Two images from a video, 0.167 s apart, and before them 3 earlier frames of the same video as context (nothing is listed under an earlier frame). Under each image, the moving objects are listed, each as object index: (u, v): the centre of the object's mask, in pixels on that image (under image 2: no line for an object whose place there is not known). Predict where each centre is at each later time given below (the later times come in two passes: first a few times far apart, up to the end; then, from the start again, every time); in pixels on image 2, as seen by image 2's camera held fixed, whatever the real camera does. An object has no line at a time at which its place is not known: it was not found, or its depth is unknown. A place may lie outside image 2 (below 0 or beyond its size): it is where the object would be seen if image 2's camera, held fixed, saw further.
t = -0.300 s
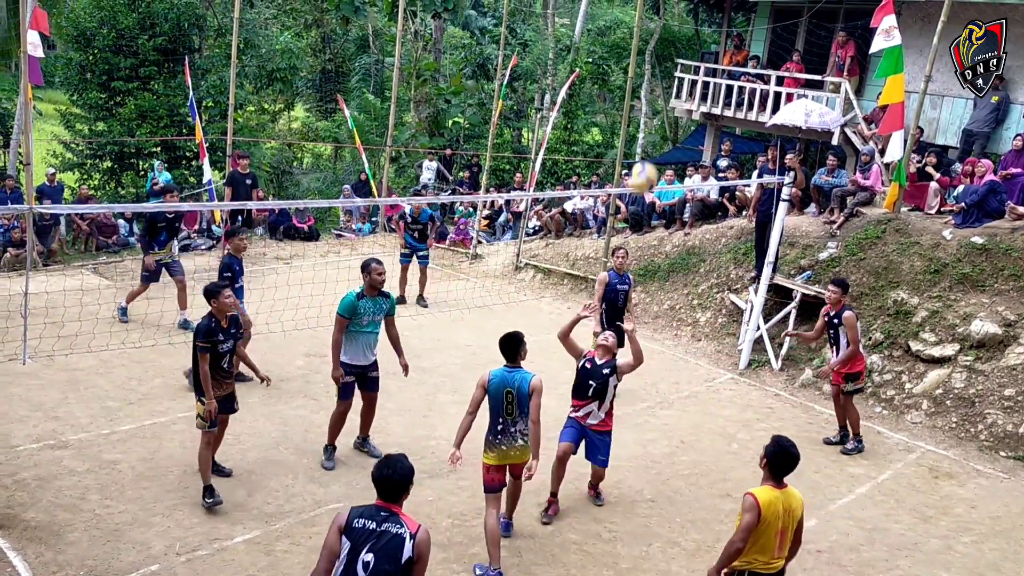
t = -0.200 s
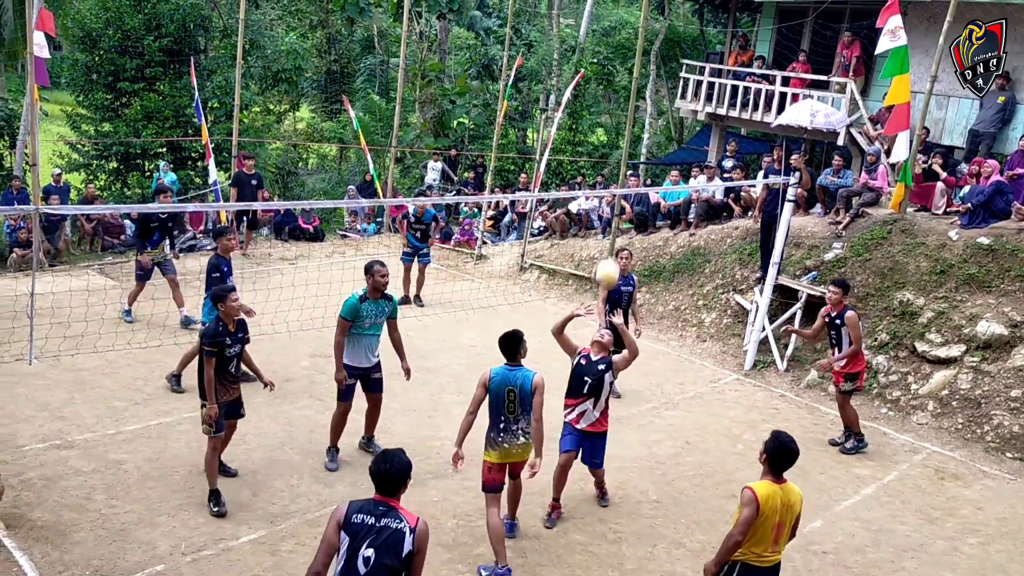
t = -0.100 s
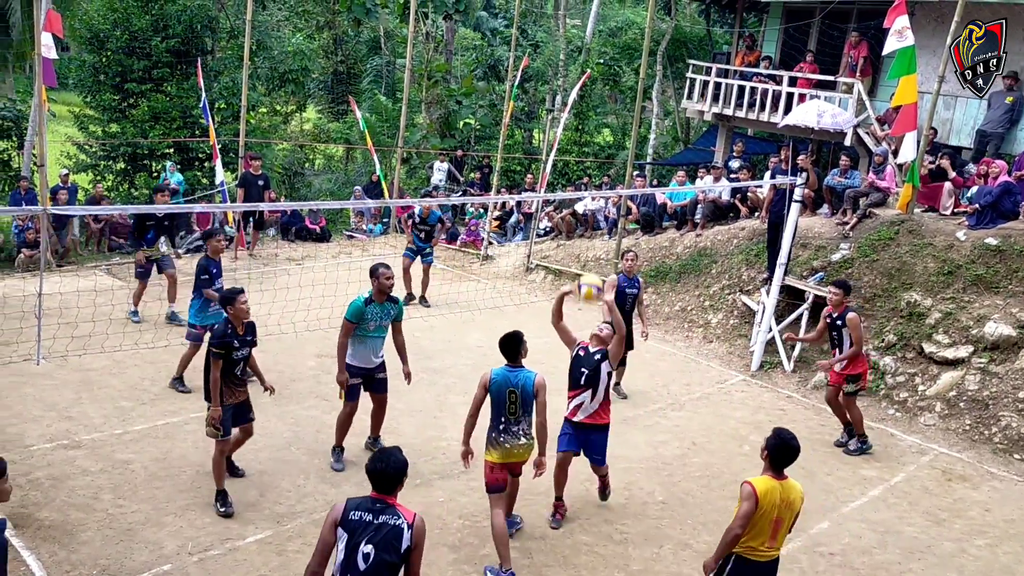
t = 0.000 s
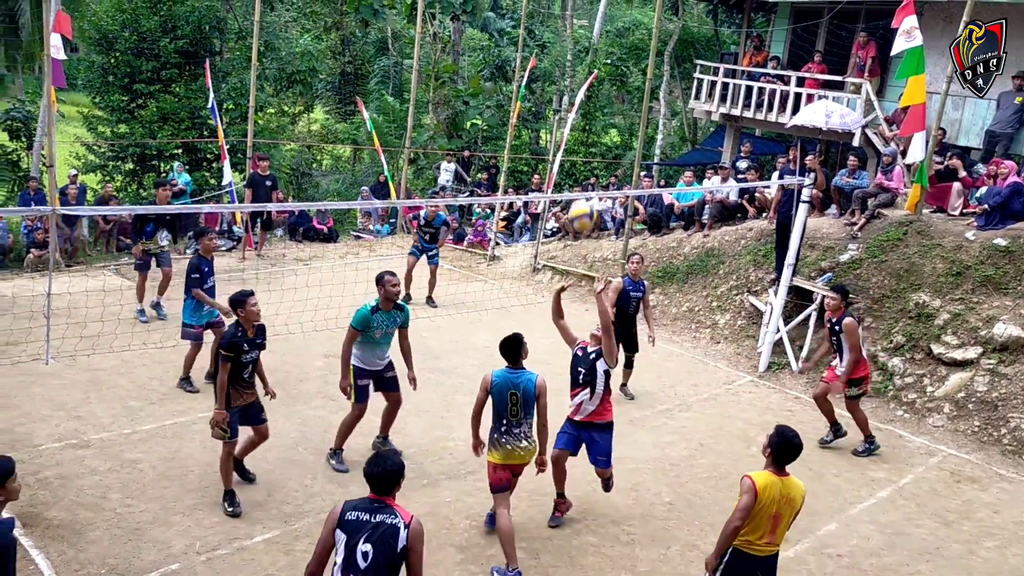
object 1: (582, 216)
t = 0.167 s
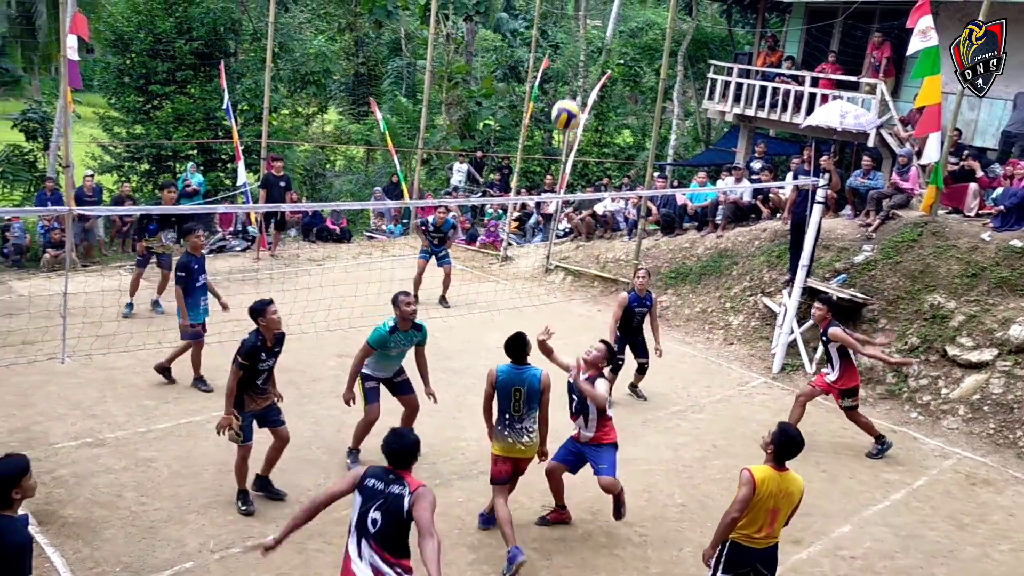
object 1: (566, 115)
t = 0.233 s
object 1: (554, 85)
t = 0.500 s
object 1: (494, 19)
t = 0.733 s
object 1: (430, 47)
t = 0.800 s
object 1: (411, 71)
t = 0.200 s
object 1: (560, 99)
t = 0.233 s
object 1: (554, 85)
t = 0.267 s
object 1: (547, 70)
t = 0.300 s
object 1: (540, 58)
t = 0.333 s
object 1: (533, 47)
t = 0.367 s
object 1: (526, 38)
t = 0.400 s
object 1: (518, 31)
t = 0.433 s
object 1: (510, 25)
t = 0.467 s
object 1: (502, 21)
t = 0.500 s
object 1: (494, 19)
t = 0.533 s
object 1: (486, 17)
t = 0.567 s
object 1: (477, 18)
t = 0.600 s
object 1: (468, 20)
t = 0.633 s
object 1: (458, 24)
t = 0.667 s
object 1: (450, 30)
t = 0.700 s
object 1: (440, 38)
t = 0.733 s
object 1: (430, 47)
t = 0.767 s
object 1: (420, 59)
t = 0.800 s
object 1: (411, 71)
